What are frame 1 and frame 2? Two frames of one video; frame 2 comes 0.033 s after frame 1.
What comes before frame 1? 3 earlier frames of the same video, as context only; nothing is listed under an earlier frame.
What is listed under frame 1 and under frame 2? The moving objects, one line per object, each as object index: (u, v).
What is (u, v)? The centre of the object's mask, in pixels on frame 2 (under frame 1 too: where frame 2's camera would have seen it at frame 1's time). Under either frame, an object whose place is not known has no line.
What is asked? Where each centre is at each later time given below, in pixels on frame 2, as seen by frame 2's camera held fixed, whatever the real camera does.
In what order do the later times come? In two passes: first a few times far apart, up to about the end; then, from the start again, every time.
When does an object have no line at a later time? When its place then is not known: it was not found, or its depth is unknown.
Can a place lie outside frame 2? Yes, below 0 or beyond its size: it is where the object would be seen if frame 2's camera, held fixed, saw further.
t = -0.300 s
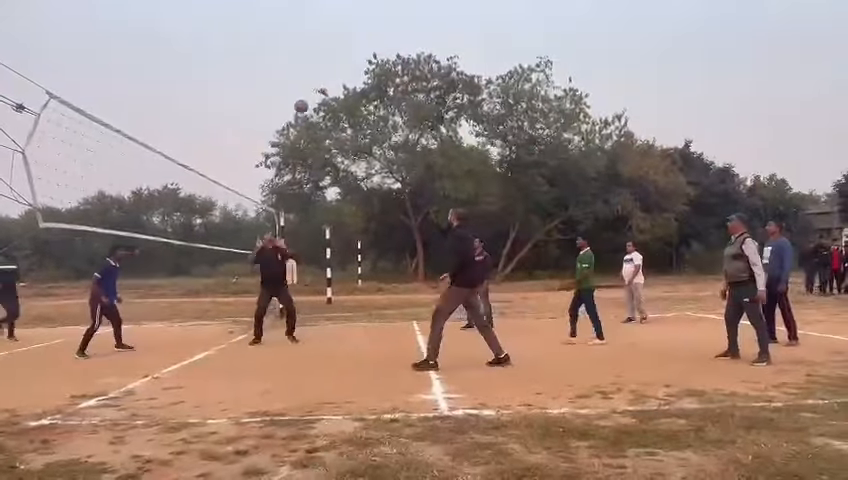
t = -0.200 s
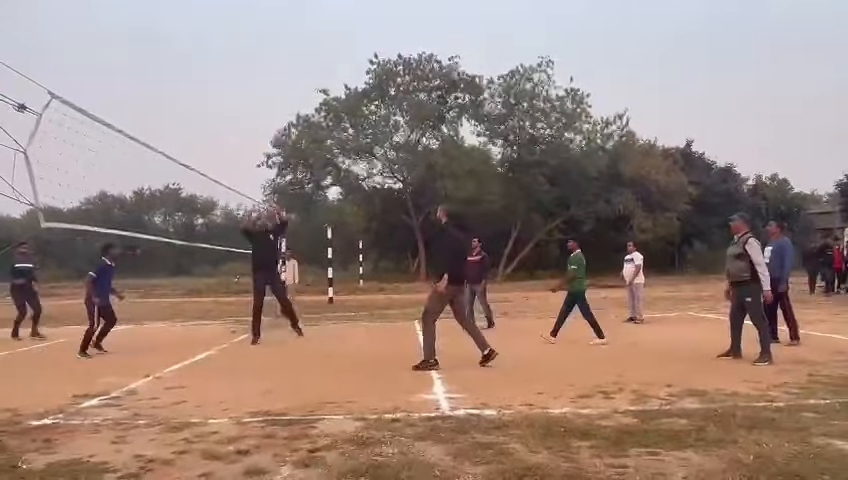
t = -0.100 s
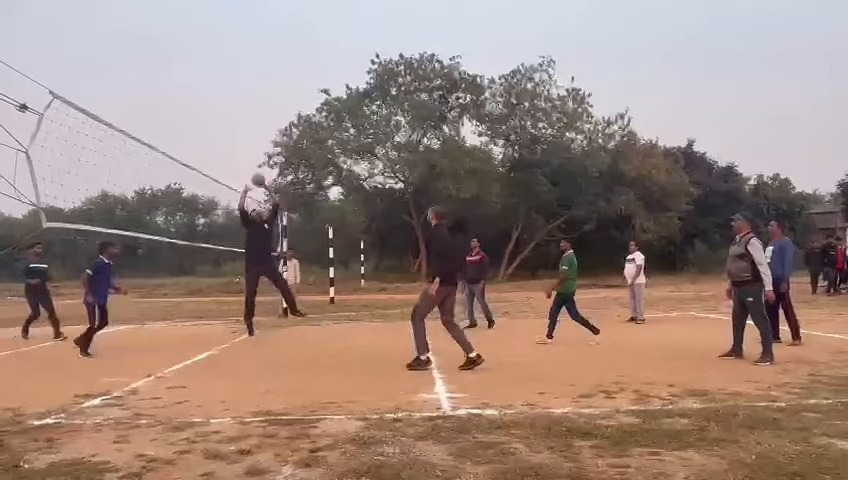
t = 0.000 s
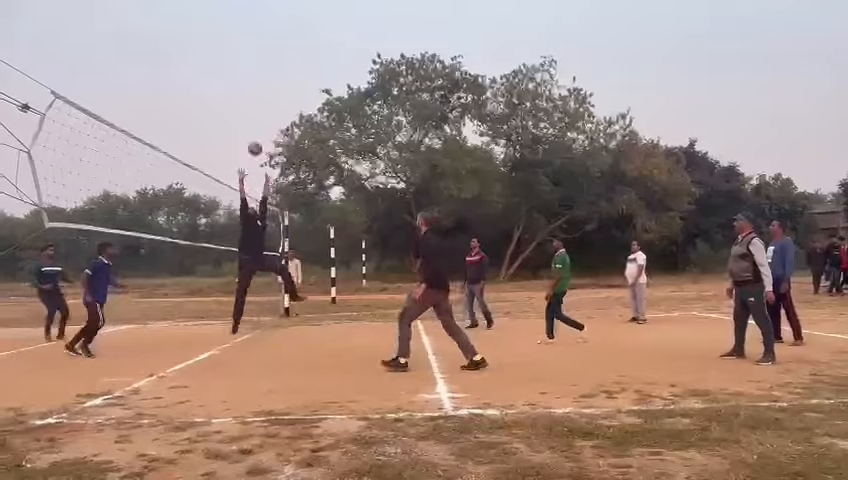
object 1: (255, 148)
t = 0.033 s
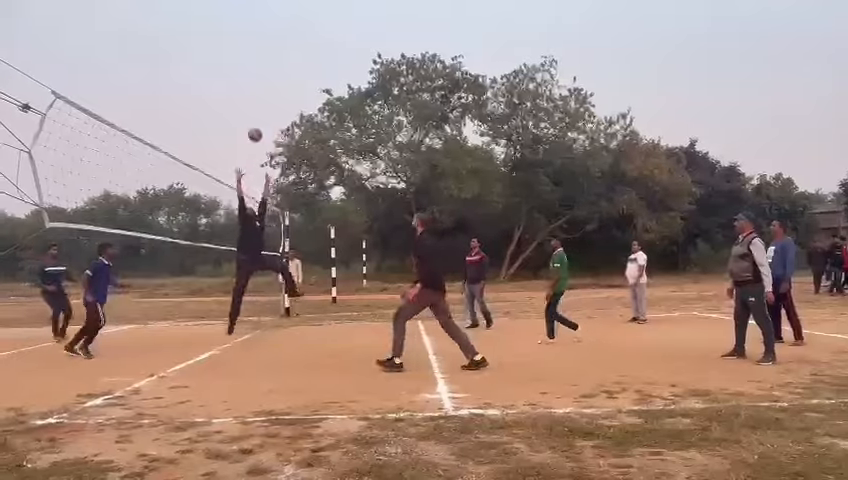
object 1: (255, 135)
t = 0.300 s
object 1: (251, 52)
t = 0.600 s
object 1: (247, 6)
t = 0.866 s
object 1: (243, 15)
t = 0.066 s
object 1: (254, 128)
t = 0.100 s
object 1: (254, 115)
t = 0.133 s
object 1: (254, 103)
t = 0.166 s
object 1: (253, 92)
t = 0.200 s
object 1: (252, 81)
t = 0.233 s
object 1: (252, 66)
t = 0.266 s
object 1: (251, 61)
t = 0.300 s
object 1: (251, 52)
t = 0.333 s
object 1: (251, 45)
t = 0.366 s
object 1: (250, 37)
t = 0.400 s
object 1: (250, 30)
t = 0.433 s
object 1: (249, 24)
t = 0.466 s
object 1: (249, 19)
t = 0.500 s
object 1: (249, 14)
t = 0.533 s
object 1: (248, 11)
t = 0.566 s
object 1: (248, 7)
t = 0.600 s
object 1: (247, 6)
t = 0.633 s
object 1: (247, 5)
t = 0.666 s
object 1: (246, 4)
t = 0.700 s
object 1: (246, 4)
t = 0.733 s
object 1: (245, 4)
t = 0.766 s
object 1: (245, 5)
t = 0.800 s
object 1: (244, 9)
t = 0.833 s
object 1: (243, 13)
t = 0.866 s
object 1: (243, 15)
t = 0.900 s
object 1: (242, 23)
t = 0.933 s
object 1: (242, 30)
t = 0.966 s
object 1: (241, 34)
